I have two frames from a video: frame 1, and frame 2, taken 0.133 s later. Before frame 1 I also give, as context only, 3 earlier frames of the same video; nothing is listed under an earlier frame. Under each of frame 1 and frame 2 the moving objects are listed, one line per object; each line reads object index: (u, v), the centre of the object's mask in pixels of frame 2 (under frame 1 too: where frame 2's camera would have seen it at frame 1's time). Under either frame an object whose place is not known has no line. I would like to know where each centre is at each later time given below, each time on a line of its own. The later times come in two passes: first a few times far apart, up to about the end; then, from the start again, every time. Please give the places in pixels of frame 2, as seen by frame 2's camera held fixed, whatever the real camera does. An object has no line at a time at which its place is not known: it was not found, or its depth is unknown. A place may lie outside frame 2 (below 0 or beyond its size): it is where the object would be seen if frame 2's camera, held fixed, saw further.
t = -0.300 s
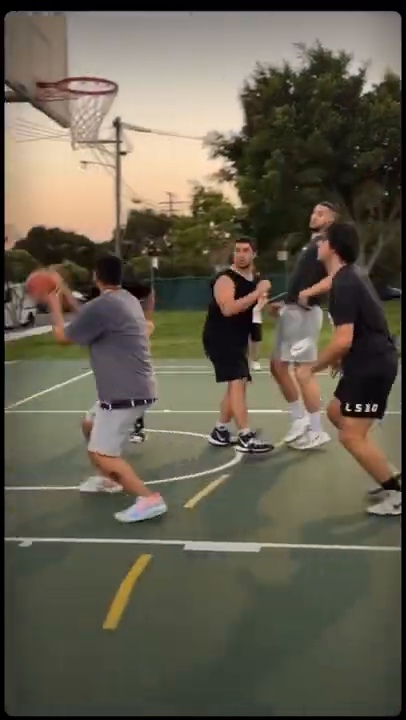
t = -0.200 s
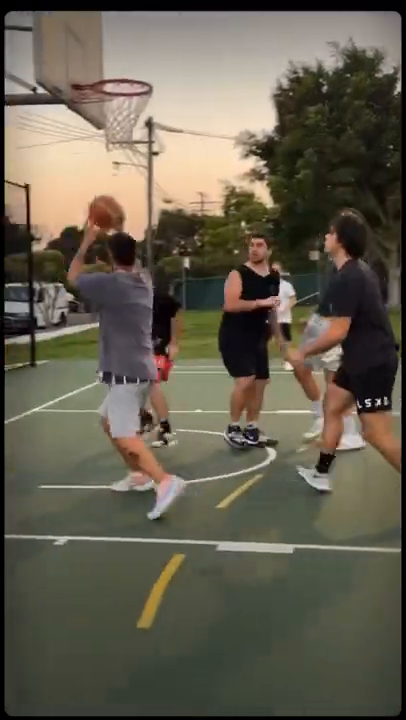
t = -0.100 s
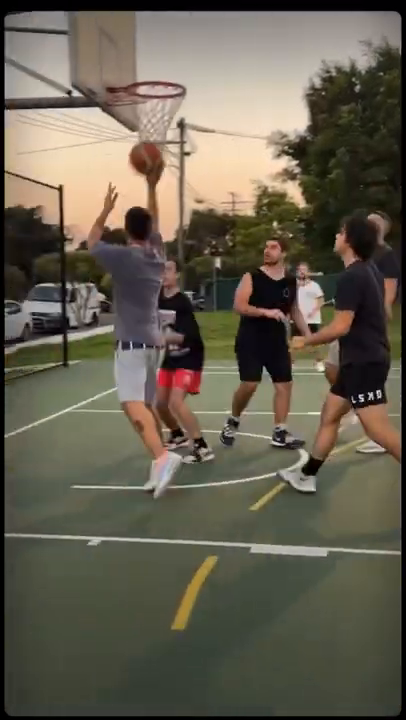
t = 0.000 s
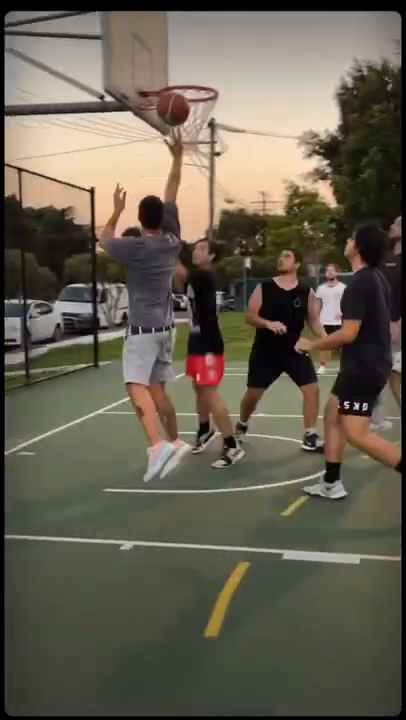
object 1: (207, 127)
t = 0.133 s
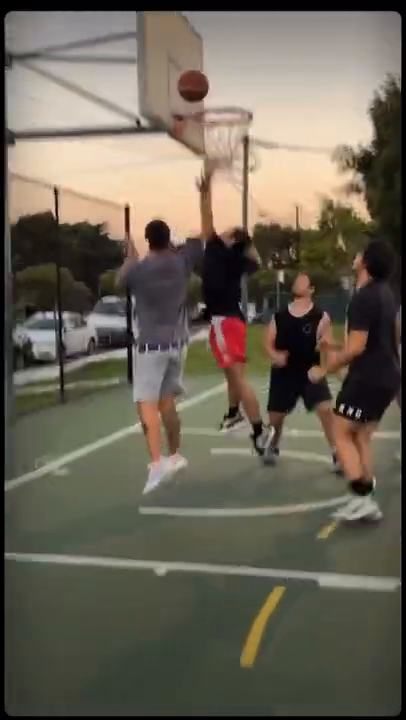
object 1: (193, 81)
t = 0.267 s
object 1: (179, 62)
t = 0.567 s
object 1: (232, 122)
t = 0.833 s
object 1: (238, 182)
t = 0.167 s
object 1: (189, 74)
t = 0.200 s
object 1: (185, 69)
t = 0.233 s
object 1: (182, 64)
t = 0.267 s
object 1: (179, 62)
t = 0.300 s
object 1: (184, 64)
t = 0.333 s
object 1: (191, 67)
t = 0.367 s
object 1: (197, 71)
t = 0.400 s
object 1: (204, 76)
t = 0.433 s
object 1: (210, 82)
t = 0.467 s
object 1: (216, 91)
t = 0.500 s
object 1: (222, 100)
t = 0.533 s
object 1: (227, 109)
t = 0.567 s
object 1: (232, 122)
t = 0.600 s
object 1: (238, 133)
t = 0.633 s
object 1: (240, 141)
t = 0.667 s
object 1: (241, 146)
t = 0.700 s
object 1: (242, 151)
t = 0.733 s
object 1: (239, 156)
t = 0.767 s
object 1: (240, 164)
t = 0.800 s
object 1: (238, 172)
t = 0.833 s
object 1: (238, 182)
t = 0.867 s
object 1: (237, 193)
